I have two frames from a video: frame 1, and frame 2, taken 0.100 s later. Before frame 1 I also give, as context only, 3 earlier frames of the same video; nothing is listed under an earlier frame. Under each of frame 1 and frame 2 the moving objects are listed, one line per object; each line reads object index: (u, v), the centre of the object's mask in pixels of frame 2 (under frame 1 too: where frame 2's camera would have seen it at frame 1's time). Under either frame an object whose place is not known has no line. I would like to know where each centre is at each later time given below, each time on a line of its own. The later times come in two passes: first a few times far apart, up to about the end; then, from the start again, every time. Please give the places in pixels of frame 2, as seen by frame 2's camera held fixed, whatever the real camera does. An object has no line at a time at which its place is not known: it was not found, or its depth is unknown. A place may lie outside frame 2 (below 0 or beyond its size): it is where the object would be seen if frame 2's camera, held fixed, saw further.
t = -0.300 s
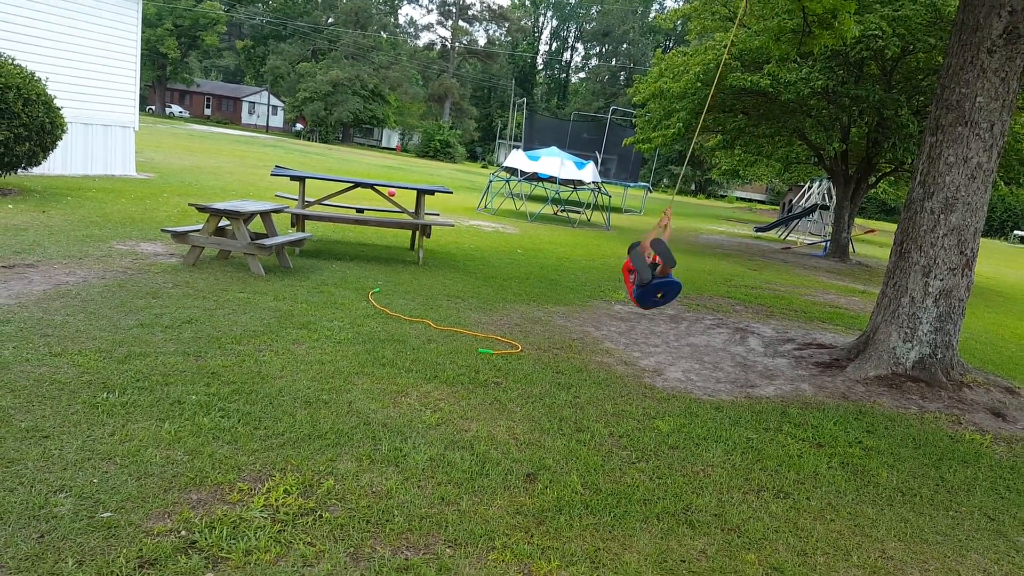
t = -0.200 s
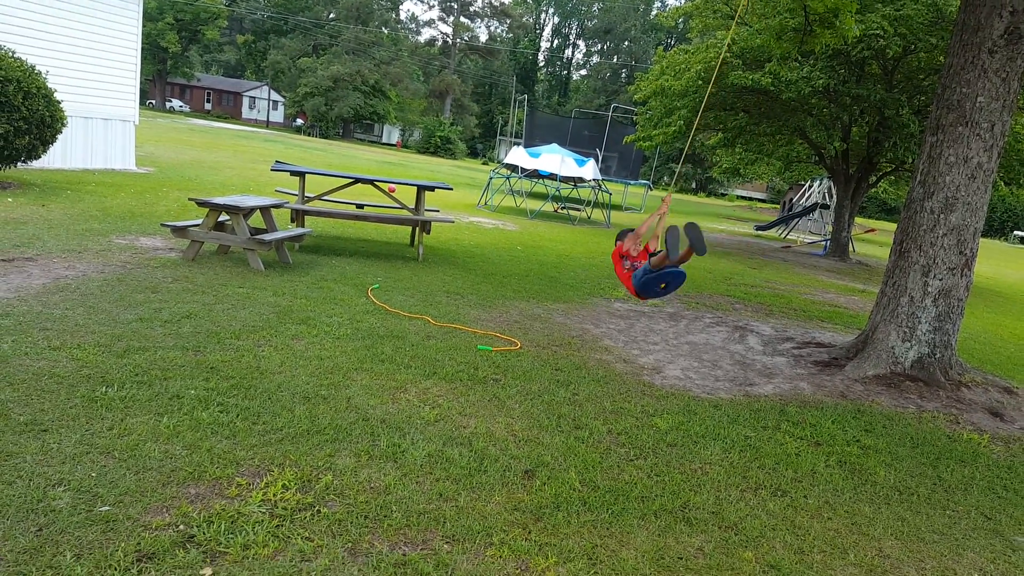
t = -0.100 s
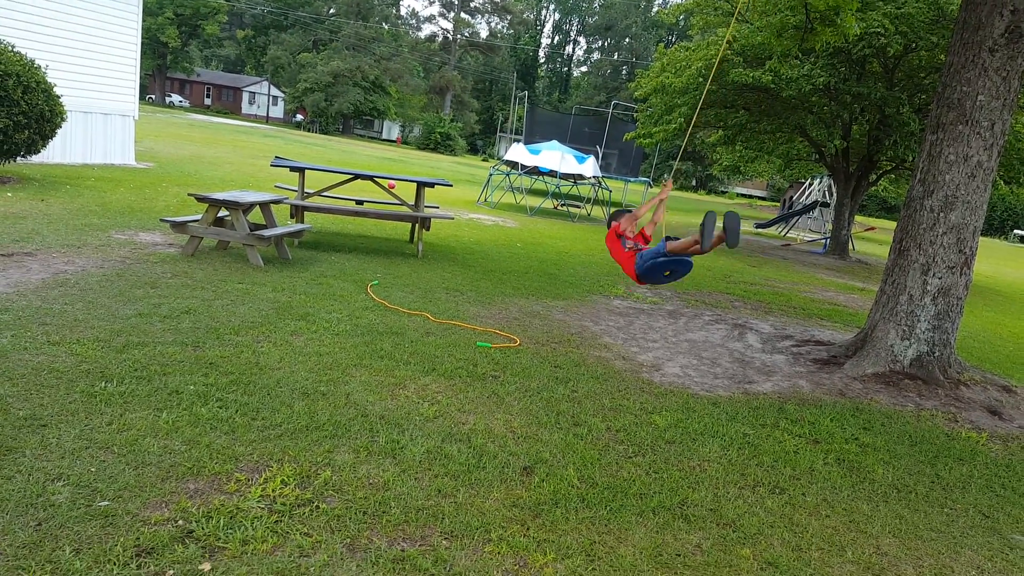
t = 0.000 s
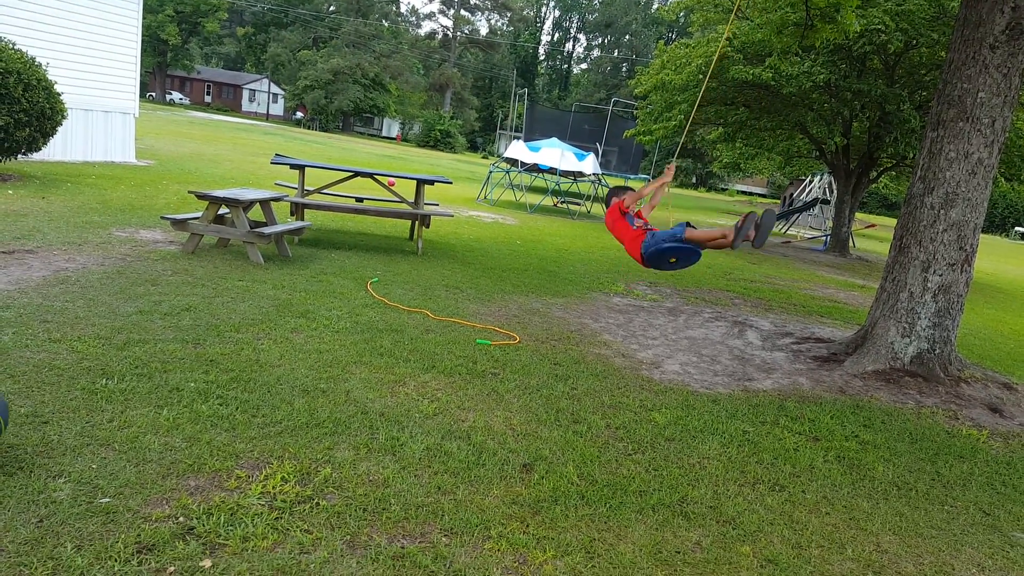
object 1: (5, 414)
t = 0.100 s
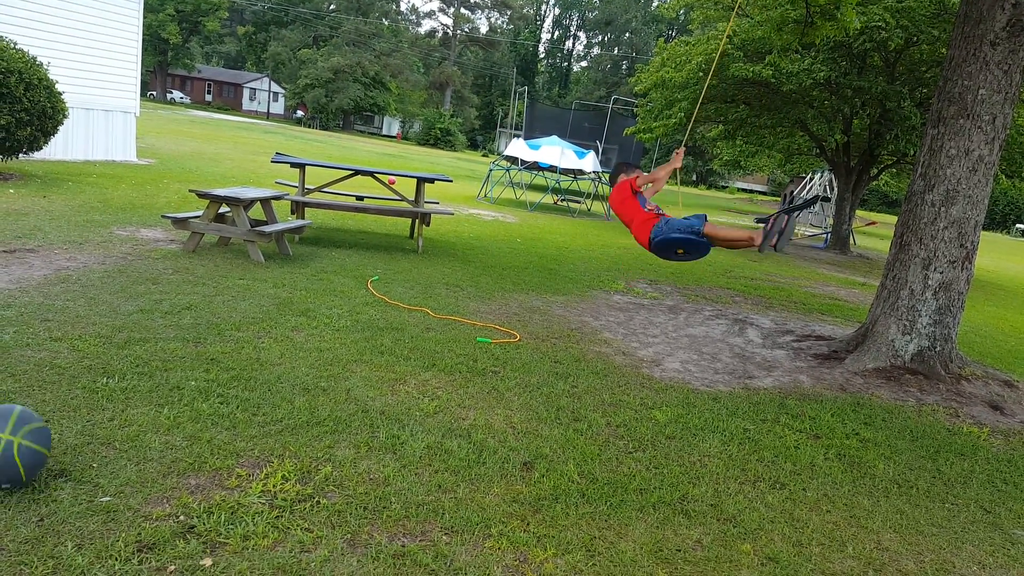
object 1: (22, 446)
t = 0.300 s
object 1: (94, 474)
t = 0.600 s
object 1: (241, 516)
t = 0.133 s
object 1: (29, 455)
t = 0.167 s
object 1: (37, 455)
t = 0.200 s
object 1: (48, 459)
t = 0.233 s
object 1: (63, 465)
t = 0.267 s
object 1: (80, 473)
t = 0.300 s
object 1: (94, 474)
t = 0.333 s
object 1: (110, 478)
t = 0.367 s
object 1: (125, 485)
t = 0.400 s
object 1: (142, 494)
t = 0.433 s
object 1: (158, 498)
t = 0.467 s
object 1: (174, 499)
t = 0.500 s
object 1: (191, 505)
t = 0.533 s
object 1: (207, 511)
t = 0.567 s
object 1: (224, 513)
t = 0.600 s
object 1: (241, 516)
